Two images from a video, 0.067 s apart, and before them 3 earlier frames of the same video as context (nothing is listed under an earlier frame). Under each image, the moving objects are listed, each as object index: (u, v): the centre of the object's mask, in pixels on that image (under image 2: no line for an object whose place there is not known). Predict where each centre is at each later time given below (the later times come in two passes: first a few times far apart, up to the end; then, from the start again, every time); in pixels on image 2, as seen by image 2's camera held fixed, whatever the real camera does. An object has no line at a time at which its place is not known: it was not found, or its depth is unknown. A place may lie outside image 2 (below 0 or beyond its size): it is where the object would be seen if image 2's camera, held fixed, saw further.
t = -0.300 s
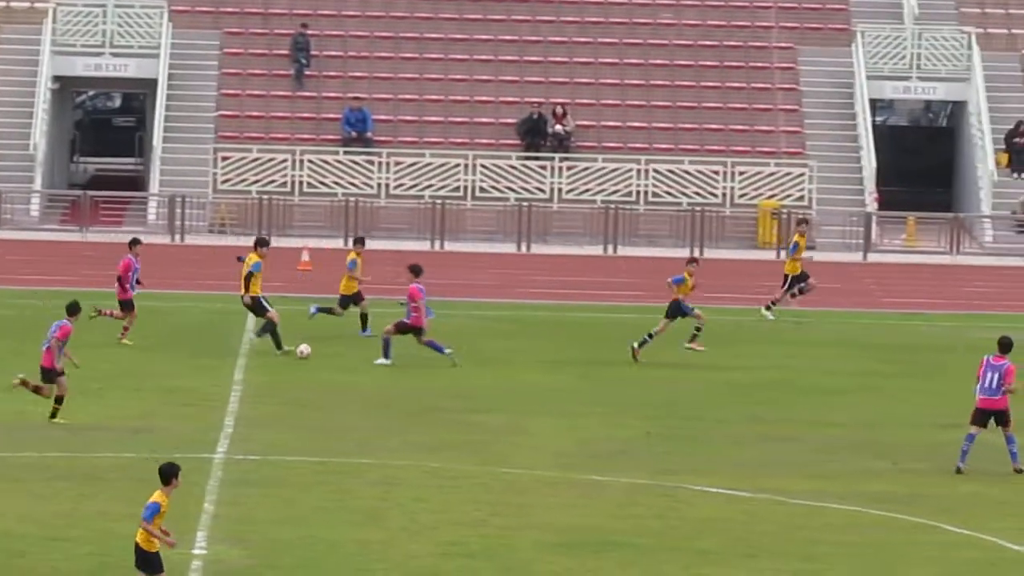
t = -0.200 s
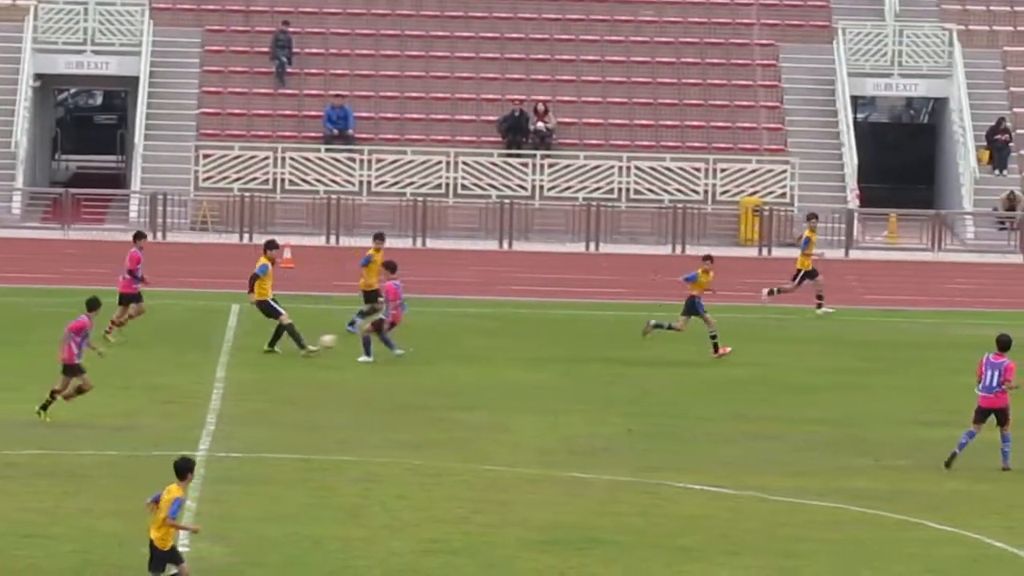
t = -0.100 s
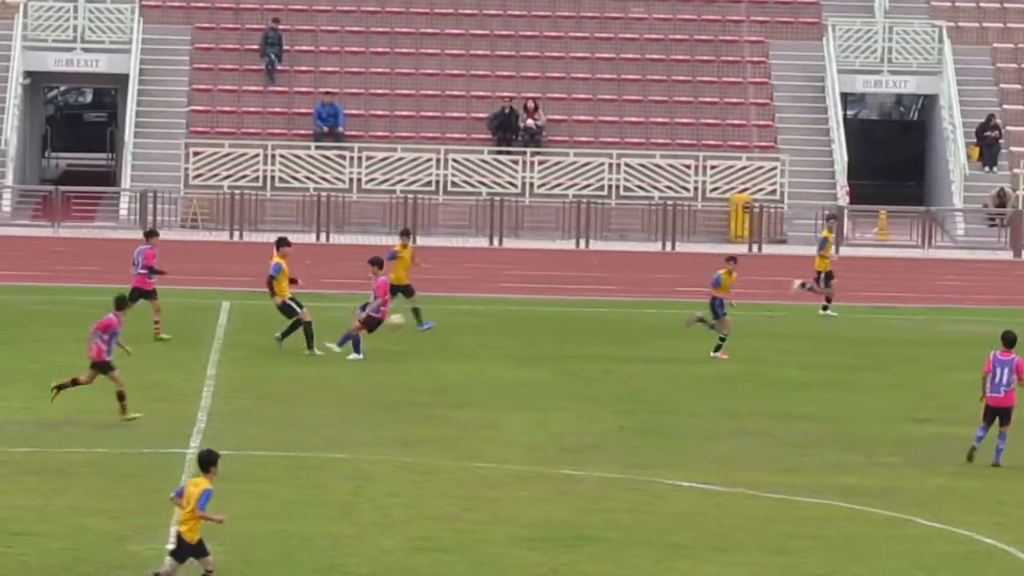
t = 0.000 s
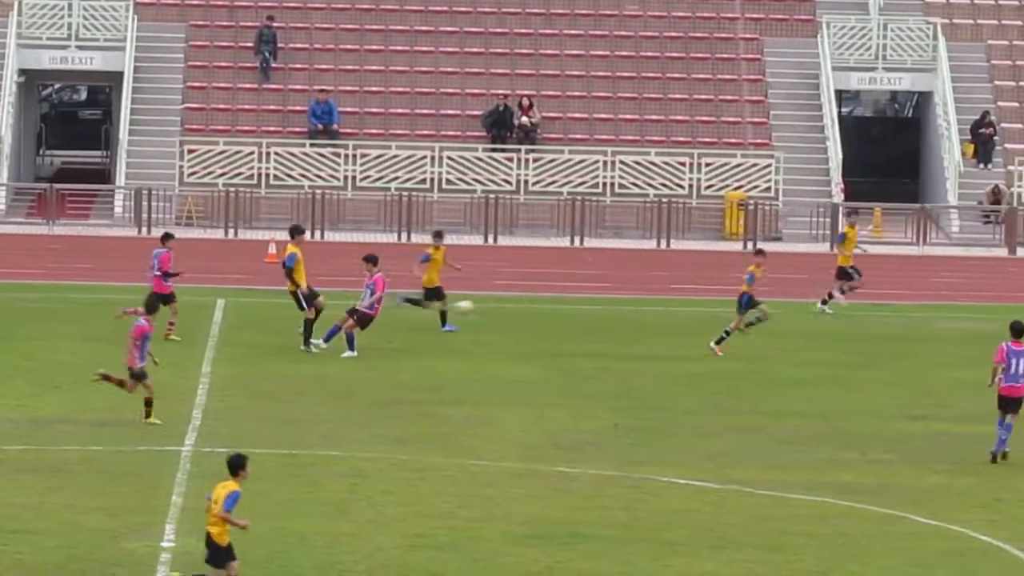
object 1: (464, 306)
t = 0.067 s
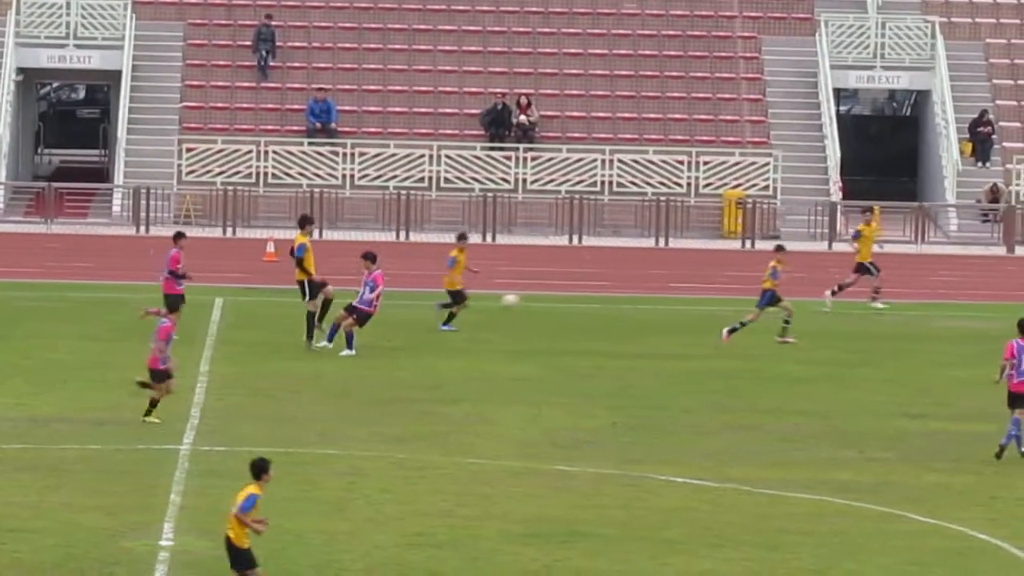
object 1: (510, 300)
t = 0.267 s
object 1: (648, 302)
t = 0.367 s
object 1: (710, 311)
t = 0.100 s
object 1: (534, 298)
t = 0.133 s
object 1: (556, 298)
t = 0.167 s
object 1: (580, 299)
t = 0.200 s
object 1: (604, 300)
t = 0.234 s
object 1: (626, 301)
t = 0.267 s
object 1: (648, 302)
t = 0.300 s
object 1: (669, 304)
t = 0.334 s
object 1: (690, 307)
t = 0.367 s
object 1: (710, 311)
